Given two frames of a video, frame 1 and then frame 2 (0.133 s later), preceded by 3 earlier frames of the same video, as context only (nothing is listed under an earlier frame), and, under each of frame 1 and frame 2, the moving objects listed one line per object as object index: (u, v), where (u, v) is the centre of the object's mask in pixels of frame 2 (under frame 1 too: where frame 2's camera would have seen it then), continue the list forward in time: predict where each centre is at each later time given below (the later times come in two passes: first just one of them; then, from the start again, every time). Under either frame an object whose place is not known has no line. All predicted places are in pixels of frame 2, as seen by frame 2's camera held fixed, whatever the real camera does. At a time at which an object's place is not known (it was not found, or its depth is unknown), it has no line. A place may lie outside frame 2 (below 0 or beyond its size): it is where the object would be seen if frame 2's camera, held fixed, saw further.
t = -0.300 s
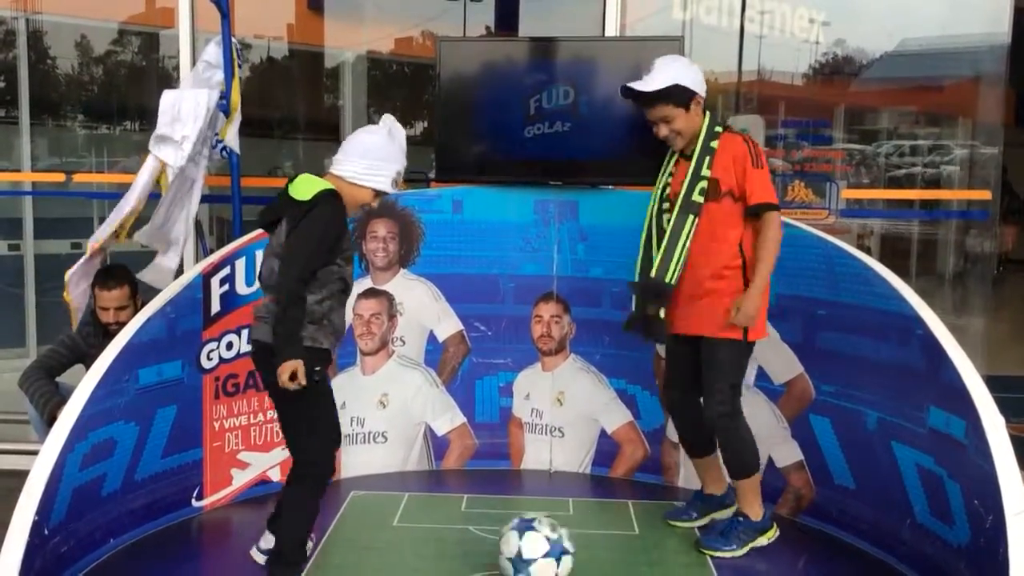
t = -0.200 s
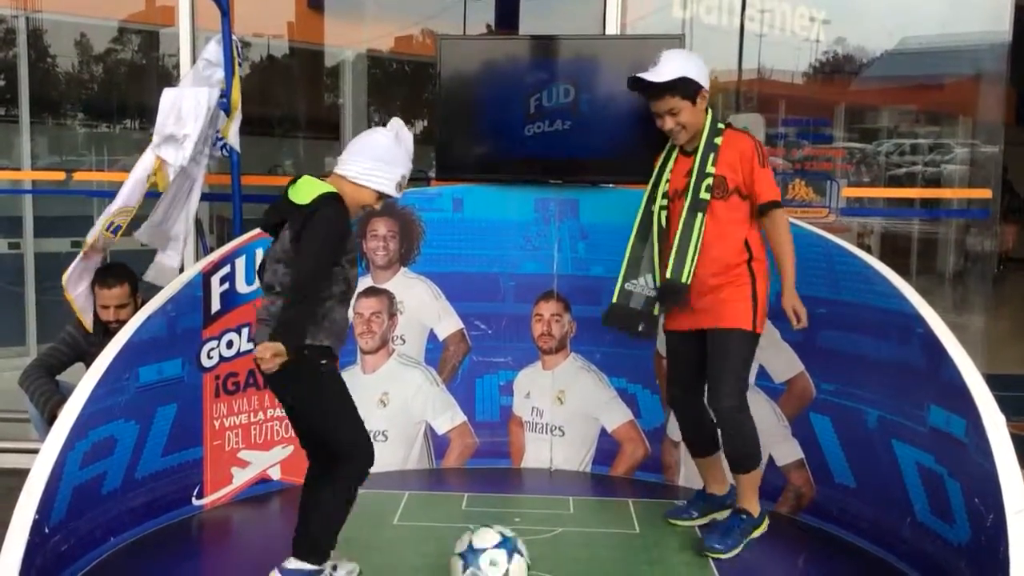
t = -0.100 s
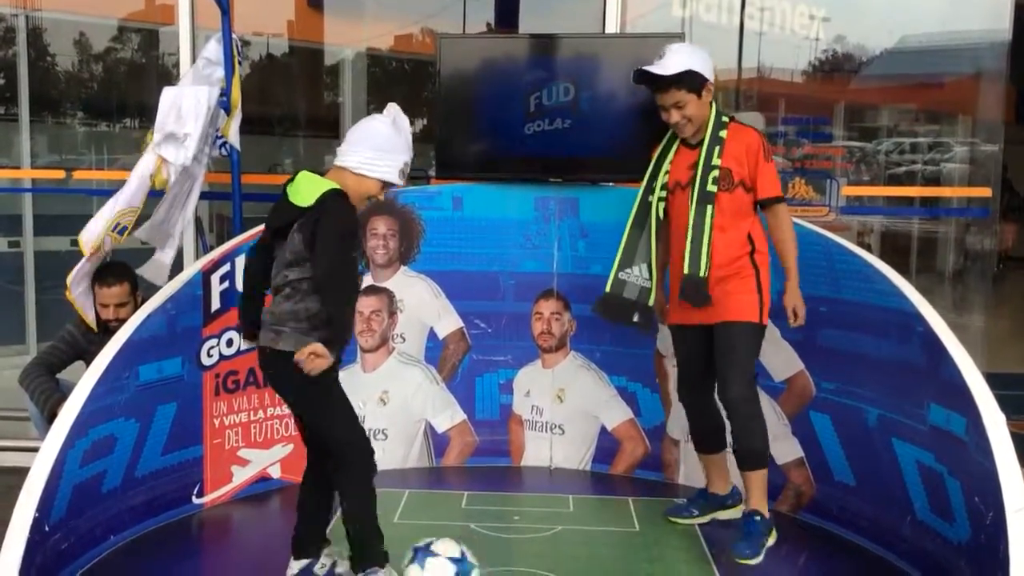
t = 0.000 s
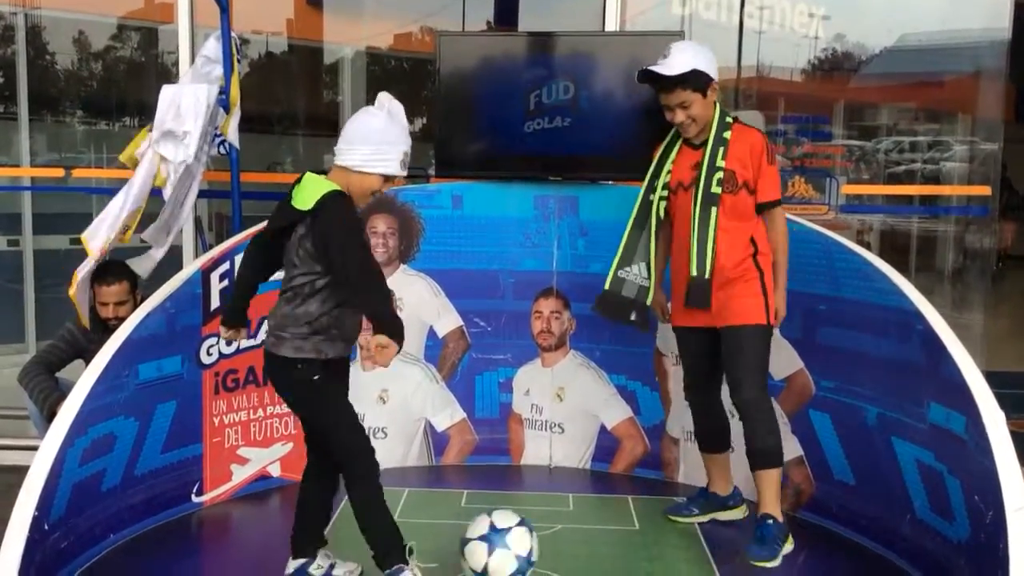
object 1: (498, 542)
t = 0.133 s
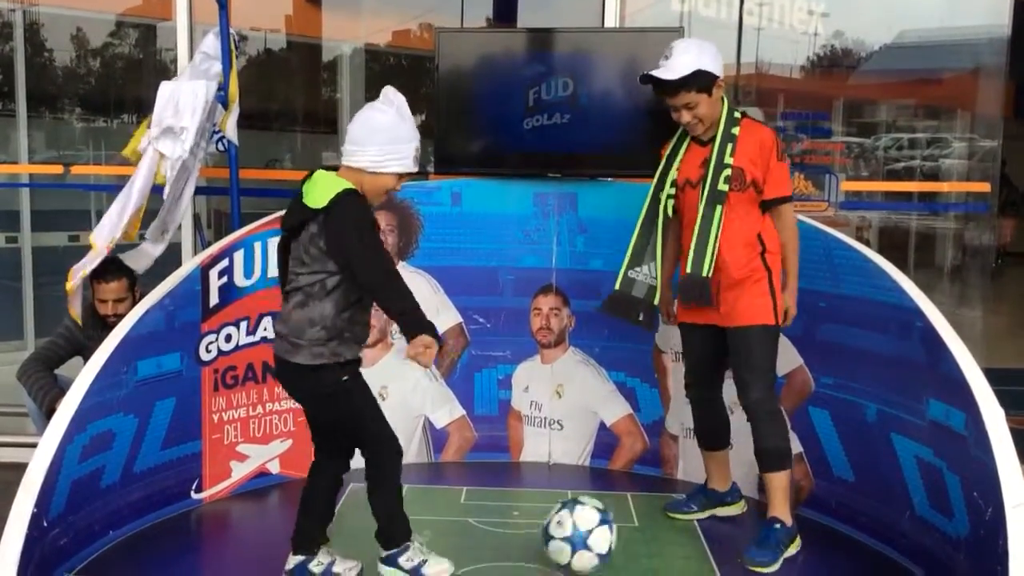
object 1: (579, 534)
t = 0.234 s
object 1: (624, 527)
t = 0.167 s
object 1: (594, 529)
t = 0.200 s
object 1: (610, 526)
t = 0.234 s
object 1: (624, 527)
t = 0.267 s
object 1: (635, 523)
